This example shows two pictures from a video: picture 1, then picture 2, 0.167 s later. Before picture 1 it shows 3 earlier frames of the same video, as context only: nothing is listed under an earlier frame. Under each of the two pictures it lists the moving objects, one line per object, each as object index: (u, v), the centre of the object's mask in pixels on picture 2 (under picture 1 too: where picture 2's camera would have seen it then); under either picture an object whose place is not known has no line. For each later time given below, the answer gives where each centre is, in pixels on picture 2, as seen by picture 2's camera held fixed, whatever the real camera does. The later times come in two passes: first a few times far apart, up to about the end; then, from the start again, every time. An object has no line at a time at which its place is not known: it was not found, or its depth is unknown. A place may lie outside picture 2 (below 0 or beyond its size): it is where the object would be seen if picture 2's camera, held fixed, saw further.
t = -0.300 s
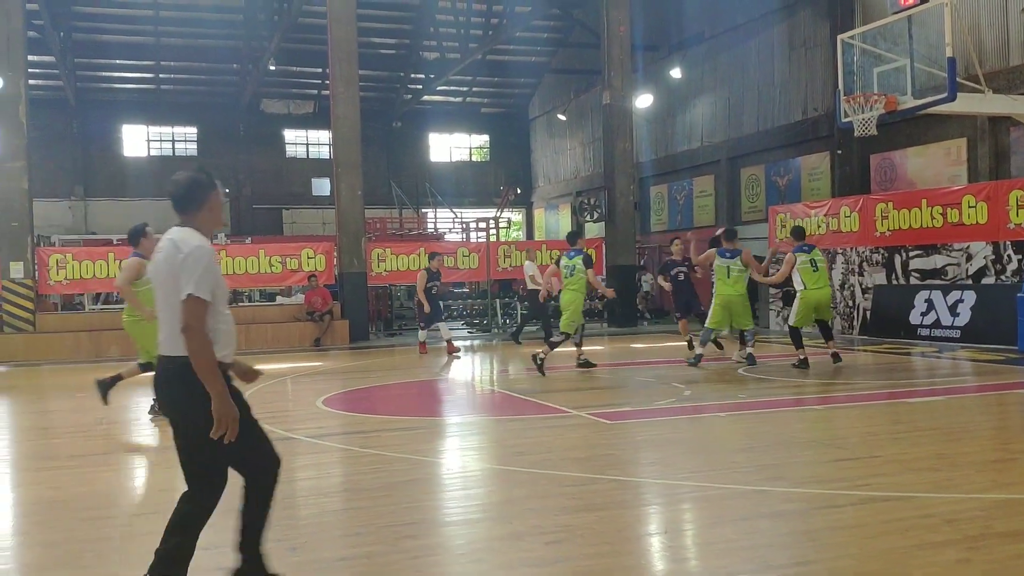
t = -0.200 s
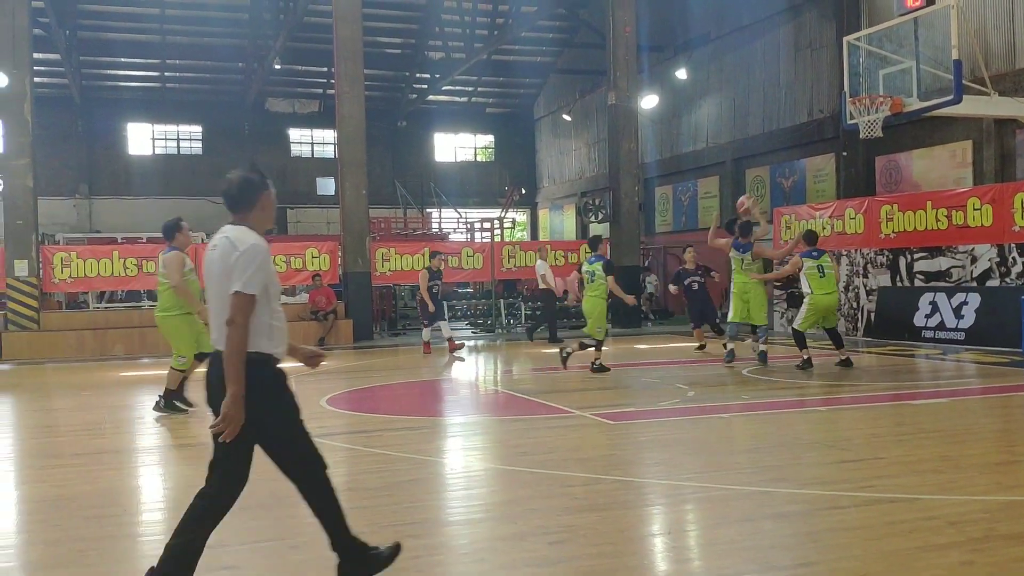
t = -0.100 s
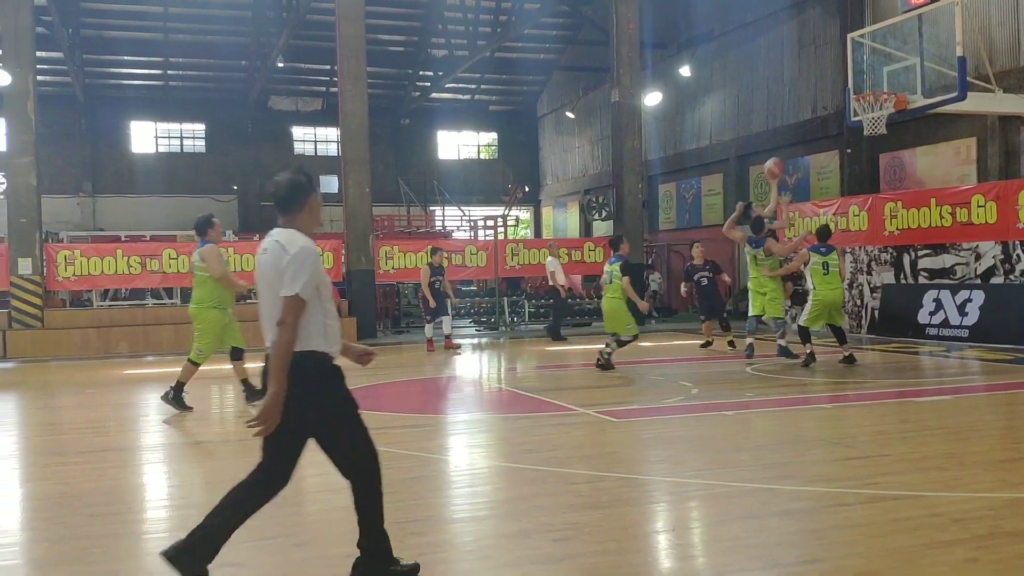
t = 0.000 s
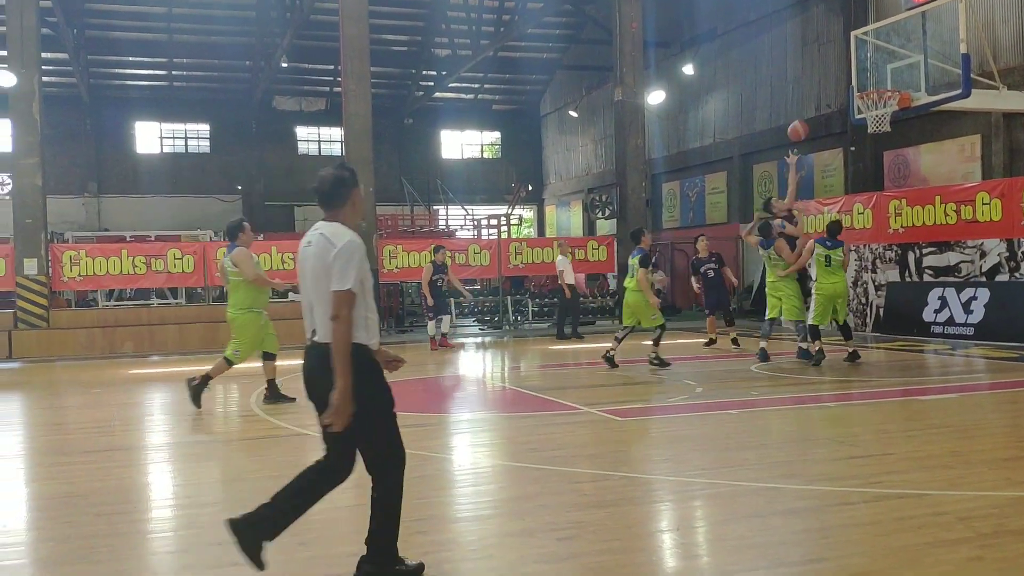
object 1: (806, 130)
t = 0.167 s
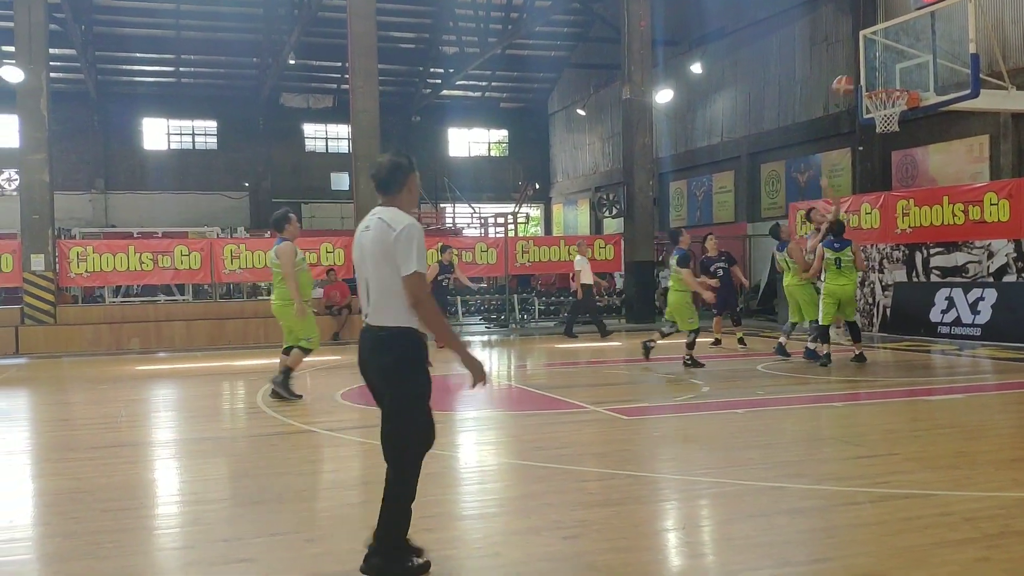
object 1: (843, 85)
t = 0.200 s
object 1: (850, 79)
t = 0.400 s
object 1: (890, 59)
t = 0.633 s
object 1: (904, 75)
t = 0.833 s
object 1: (926, 82)
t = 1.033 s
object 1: (954, 120)
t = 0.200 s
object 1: (850, 79)
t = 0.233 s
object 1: (858, 74)
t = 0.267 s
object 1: (865, 70)
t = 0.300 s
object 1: (874, 66)
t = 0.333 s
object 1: (882, 63)
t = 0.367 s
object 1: (887, 60)
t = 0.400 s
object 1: (890, 59)
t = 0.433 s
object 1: (891, 58)
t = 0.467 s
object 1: (894, 58)
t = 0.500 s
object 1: (896, 60)
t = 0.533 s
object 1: (897, 62)
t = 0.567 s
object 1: (899, 66)
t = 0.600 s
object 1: (902, 70)
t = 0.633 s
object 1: (904, 75)
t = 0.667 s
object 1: (906, 80)
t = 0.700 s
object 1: (910, 79)
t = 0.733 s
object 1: (914, 78)
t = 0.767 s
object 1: (917, 78)
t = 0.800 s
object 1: (922, 79)
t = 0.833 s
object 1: (926, 82)
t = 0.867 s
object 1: (931, 86)
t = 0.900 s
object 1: (936, 90)
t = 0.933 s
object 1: (941, 96)
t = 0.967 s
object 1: (944, 103)
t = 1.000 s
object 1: (949, 111)
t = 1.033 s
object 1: (954, 120)
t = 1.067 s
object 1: (958, 130)
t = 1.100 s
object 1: (962, 141)
